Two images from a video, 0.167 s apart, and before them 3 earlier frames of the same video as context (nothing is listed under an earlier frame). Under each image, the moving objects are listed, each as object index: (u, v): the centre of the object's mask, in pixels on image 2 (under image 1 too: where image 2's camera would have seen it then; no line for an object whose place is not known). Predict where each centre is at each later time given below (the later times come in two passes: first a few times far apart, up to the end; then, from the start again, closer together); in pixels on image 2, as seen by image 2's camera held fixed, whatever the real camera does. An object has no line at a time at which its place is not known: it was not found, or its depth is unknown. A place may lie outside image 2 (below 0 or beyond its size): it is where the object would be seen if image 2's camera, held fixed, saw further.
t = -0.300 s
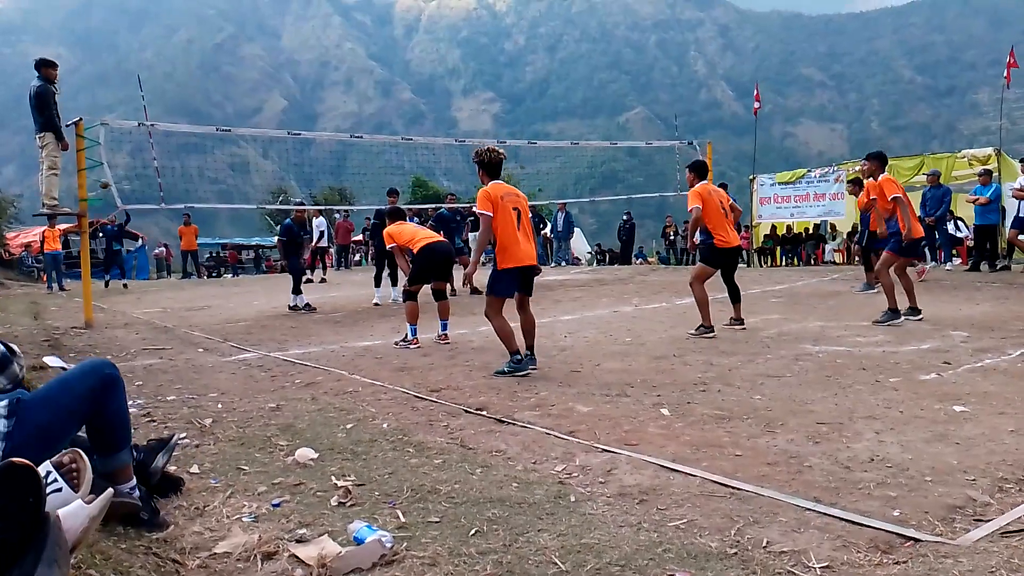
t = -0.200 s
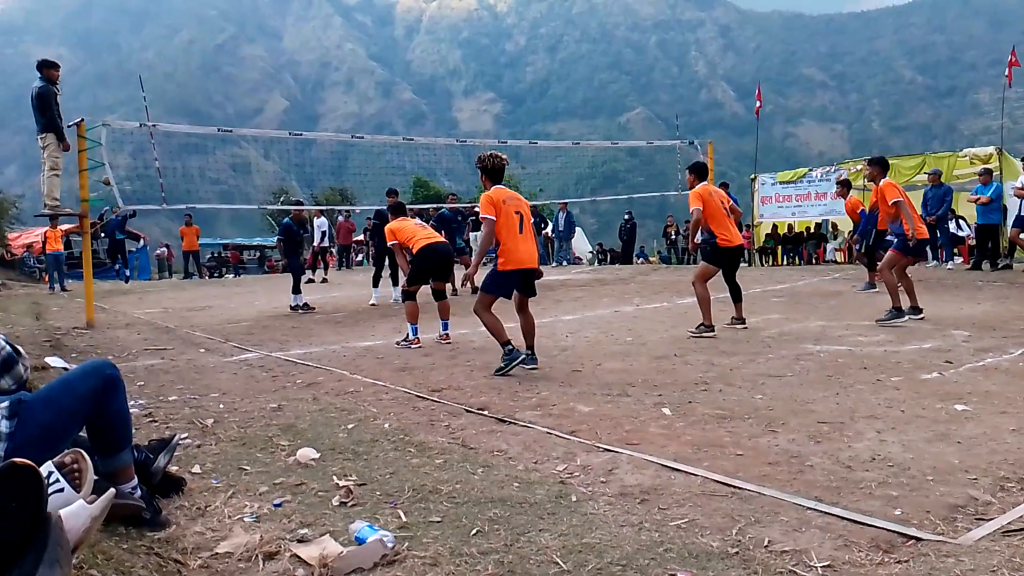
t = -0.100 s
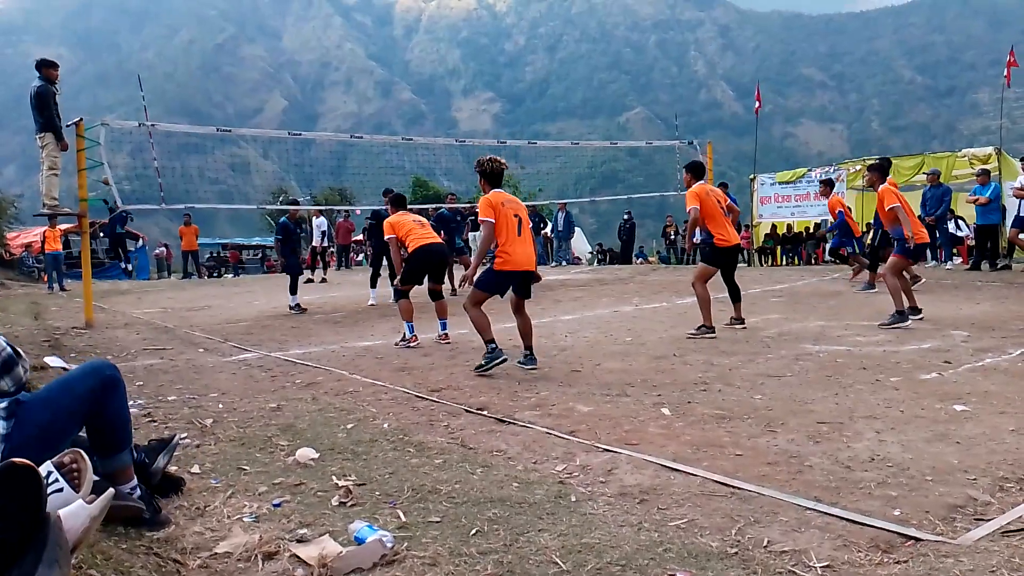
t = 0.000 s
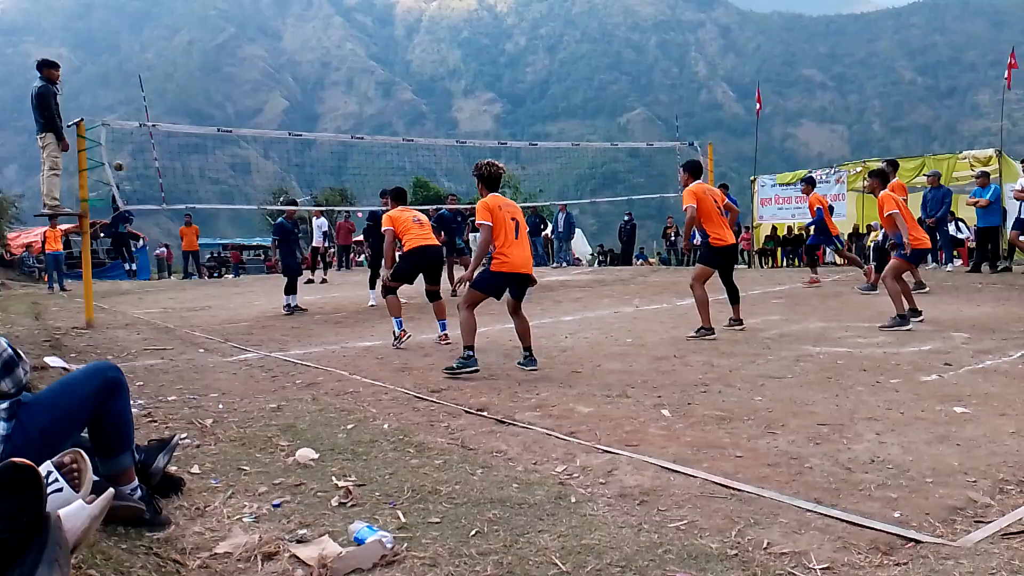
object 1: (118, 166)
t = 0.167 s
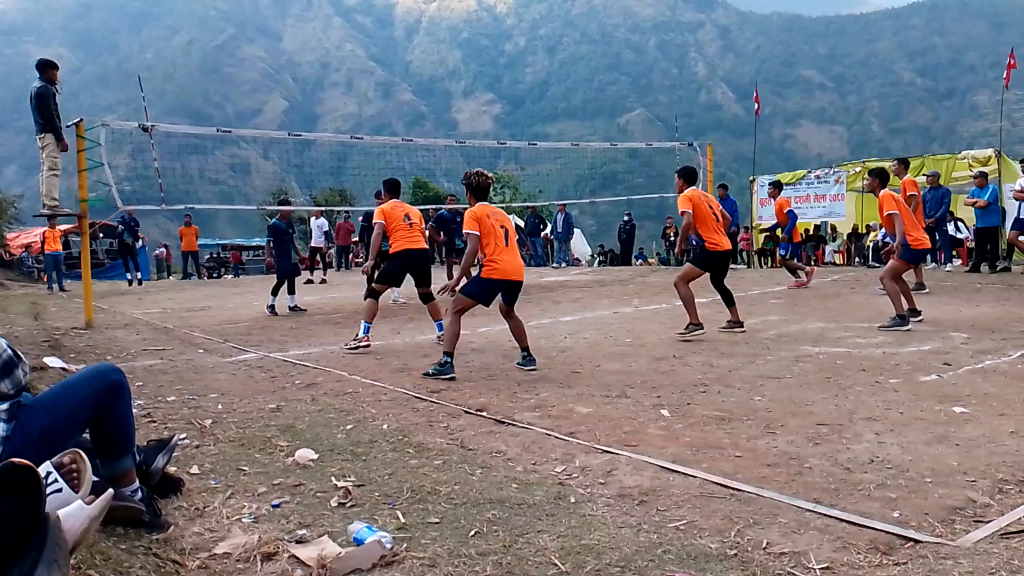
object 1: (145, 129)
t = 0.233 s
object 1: (160, 113)
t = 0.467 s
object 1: (212, 80)
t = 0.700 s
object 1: (277, 79)
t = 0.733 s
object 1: (287, 82)
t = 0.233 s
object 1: (160, 113)
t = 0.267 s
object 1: (167, 108)
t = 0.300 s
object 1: (174, 102)
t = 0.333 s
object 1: (181, 97)
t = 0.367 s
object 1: (189, 92)
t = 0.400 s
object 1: (196, 87)
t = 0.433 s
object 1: (204, 83)
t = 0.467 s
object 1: (212, 80)
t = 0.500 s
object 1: (220, 78)
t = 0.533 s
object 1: (228, 76)
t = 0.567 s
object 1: (237, 75)
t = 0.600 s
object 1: (246, 75)
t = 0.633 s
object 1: (256, 76)
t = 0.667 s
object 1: (267, 77)
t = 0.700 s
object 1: (277, 79)
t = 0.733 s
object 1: (287, 82)
